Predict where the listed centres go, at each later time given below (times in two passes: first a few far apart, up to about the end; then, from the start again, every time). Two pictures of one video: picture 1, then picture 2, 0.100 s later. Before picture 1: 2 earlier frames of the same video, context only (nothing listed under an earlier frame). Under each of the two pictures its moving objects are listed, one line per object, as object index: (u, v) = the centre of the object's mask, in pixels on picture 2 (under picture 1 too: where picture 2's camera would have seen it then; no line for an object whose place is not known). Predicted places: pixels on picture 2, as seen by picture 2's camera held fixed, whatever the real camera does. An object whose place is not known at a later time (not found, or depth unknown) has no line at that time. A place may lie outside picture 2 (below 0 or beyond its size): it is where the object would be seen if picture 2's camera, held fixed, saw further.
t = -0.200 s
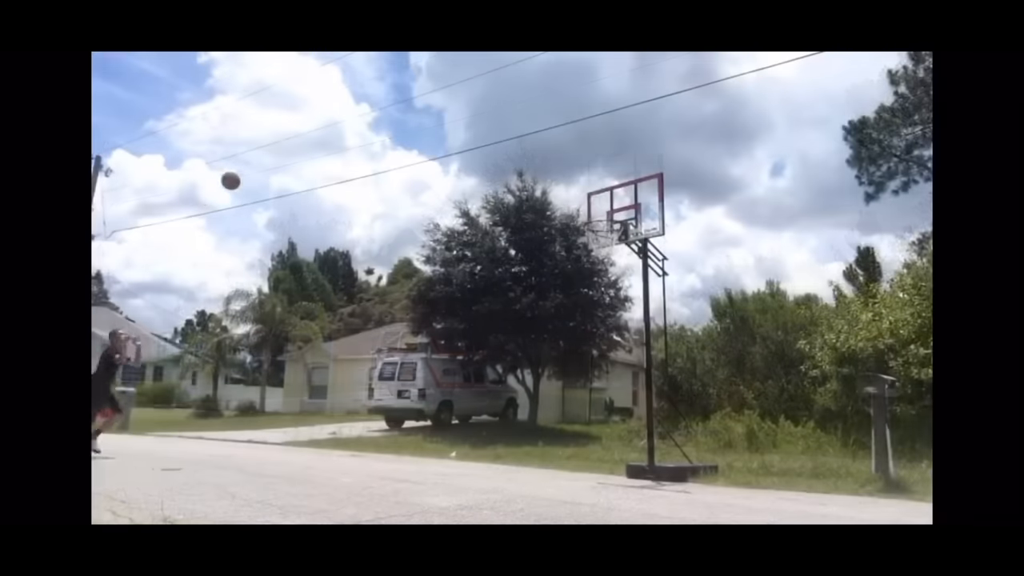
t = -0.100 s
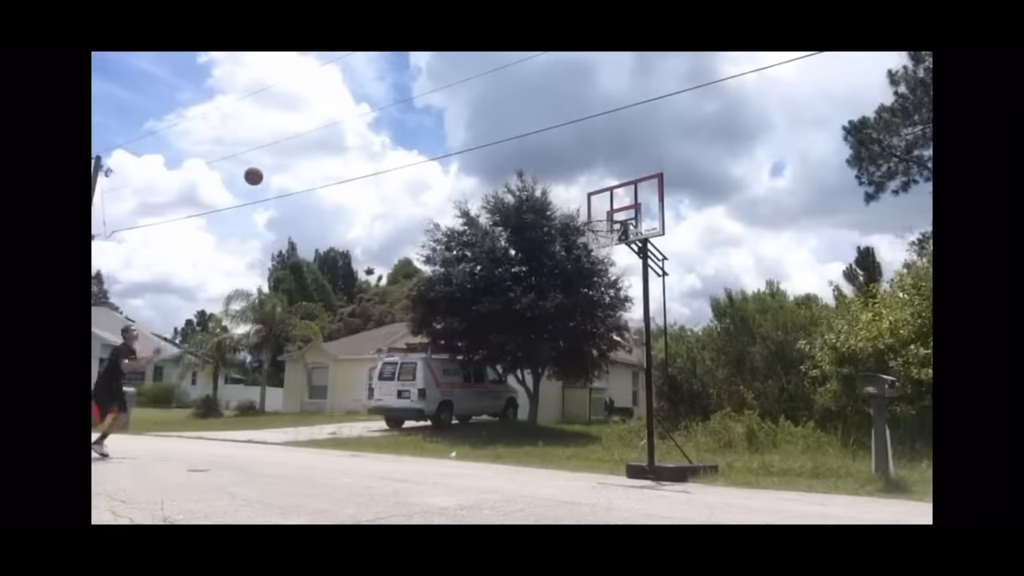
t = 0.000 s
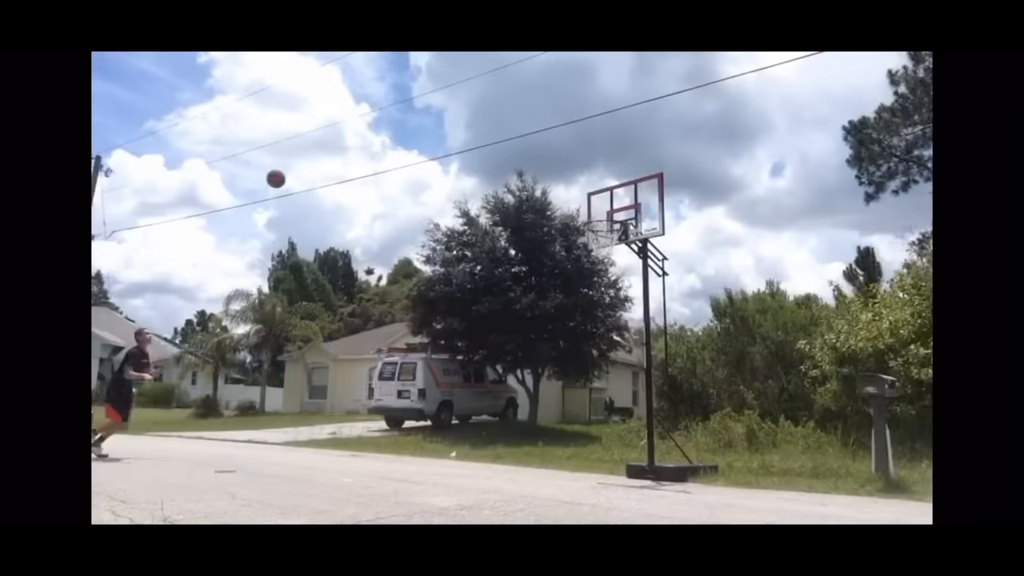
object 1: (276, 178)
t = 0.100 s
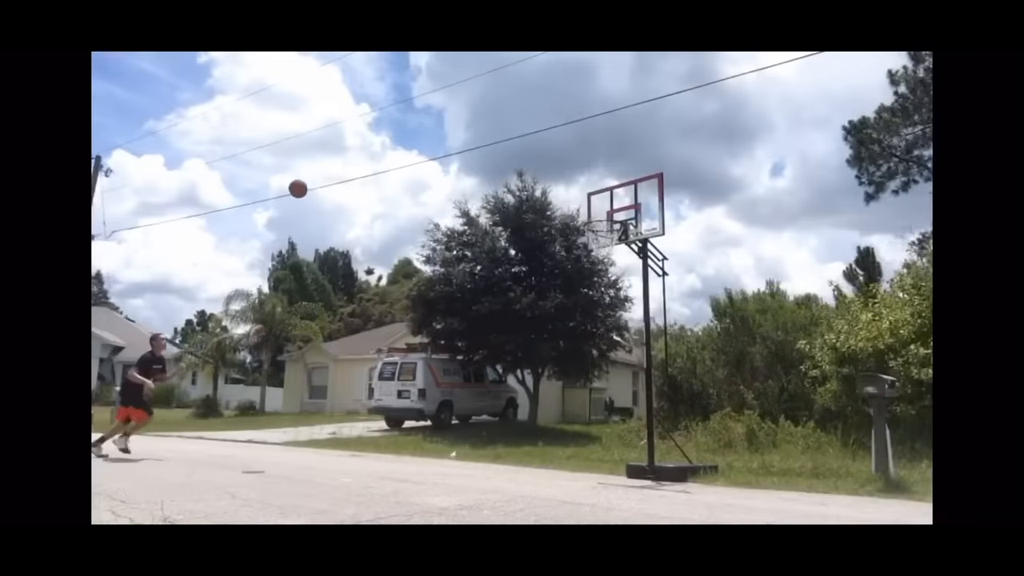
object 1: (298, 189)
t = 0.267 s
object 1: (335, 222)
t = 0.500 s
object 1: (387, 306)
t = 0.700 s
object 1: (432, 425)
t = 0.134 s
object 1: (305, 193)
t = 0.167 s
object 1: (312, 199)
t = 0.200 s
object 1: (320, 206)
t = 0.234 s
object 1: (327, 214)
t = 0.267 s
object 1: (335, 222)
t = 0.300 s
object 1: (342, 231)
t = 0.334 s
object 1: (349, 242)
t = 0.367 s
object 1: (357, 253)
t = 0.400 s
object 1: (364, 266)
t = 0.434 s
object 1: (372, 278)
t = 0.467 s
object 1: (378, 293)
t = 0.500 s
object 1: (387, 306)
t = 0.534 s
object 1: (394, 324)
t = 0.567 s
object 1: (401, 343)
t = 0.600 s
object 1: (409, 360)
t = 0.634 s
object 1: (416, 381)
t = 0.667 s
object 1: (425, 402)
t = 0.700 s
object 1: (432, 425)
